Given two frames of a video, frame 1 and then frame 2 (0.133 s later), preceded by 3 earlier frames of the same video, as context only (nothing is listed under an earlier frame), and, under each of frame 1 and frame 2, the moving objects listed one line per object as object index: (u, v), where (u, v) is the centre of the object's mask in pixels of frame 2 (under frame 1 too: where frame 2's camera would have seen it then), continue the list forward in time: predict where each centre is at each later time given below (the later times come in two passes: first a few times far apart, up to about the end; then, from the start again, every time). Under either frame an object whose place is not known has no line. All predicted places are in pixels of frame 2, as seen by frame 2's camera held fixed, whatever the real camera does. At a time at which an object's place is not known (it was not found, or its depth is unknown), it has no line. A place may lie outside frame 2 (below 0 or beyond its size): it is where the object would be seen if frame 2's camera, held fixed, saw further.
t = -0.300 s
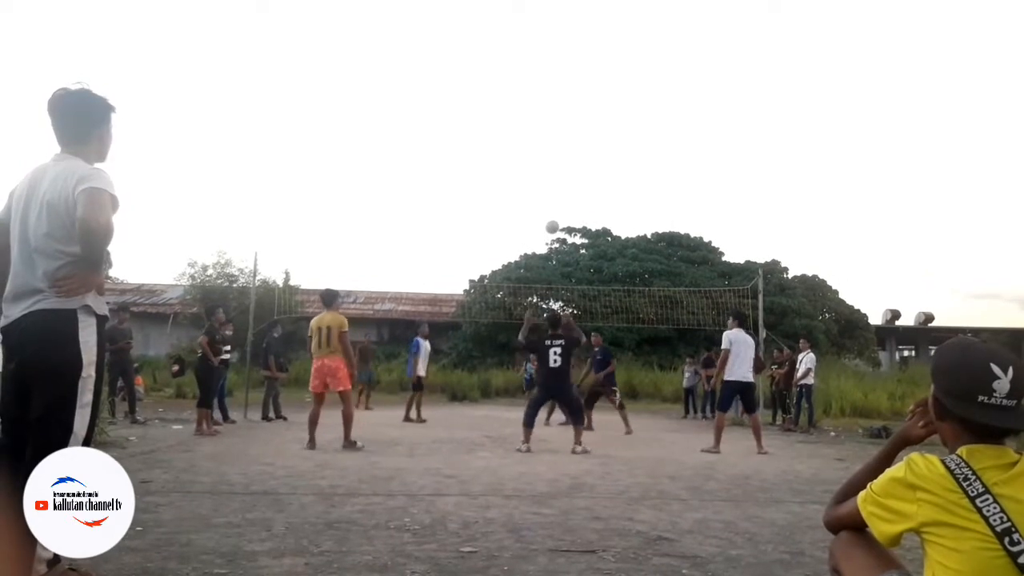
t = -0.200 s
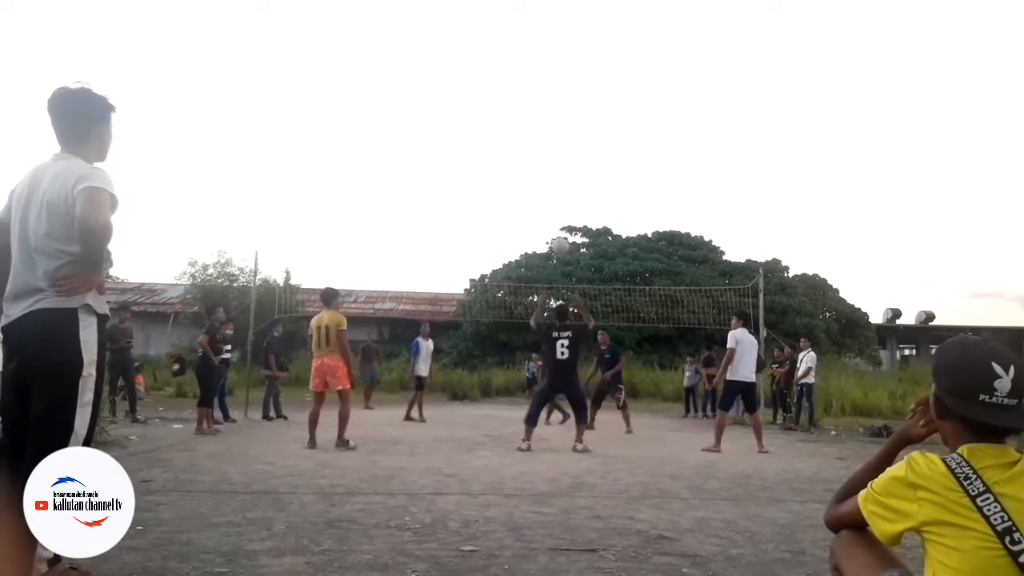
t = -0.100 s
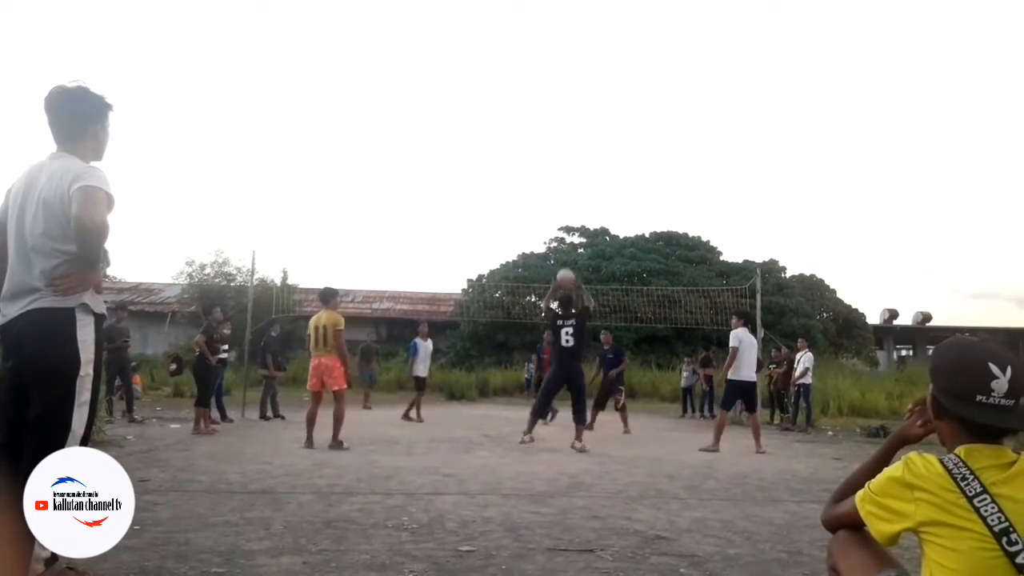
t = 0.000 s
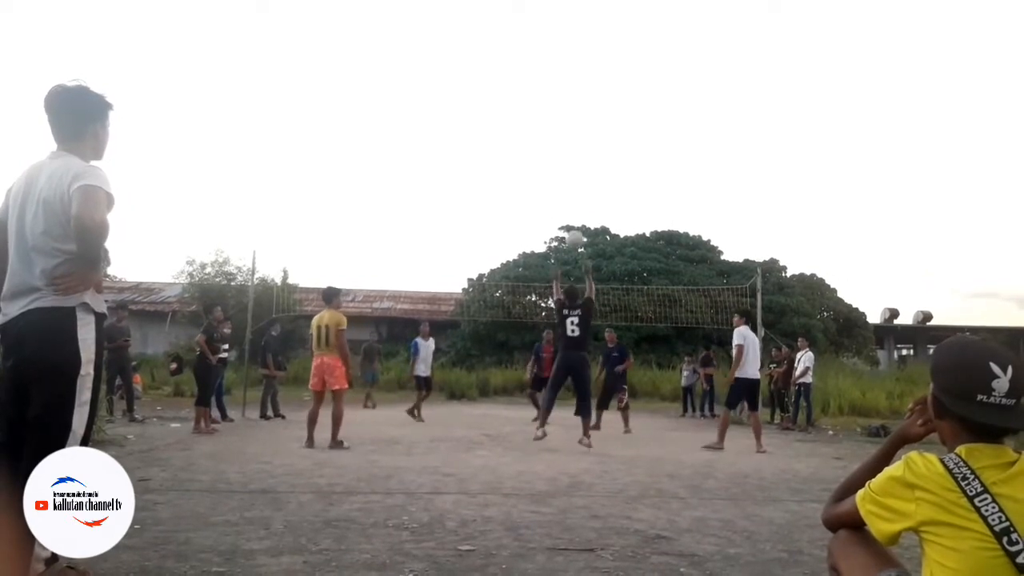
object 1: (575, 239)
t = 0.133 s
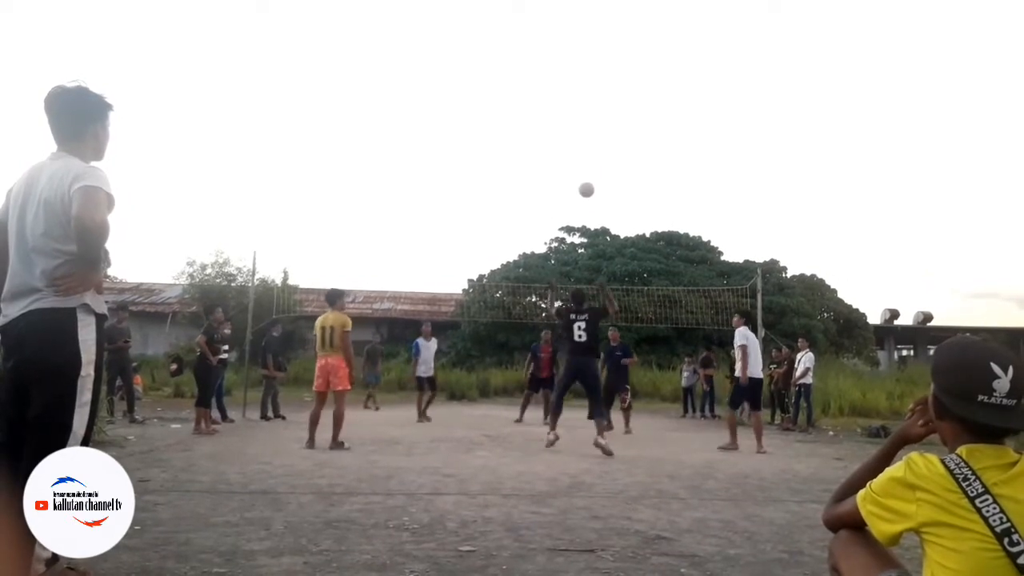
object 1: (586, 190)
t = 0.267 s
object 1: (597, 158)
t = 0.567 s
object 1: (615, 139)
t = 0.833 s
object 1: (629, 174)
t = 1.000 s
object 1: (637, 218)
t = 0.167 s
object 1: (589, 180)
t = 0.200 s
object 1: (591, 172)
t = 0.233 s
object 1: (594, 164)
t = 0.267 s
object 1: (597, 158)
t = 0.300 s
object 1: (599, 152)
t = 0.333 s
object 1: (601, 148)
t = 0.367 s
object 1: (604, 144)
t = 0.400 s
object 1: (606, 141)
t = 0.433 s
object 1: (608, 139)
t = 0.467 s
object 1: (610, 138)
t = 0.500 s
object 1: (612, 137)
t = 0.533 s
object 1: (614, 138)
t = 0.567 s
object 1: (615, 139)
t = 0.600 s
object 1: (617, 141)
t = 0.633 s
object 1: (619, 143)
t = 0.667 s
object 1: (621, 146)
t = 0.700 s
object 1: (623, 151)
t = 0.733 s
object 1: (624, 156)
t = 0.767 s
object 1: (626, 161)
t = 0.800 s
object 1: (627, 167)
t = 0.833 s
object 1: (629, 174)
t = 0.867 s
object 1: (631, 182)
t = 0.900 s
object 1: (633, 190)
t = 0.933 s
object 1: (634, 199)
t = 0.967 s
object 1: (635, 208)
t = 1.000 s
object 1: (637, 218)
